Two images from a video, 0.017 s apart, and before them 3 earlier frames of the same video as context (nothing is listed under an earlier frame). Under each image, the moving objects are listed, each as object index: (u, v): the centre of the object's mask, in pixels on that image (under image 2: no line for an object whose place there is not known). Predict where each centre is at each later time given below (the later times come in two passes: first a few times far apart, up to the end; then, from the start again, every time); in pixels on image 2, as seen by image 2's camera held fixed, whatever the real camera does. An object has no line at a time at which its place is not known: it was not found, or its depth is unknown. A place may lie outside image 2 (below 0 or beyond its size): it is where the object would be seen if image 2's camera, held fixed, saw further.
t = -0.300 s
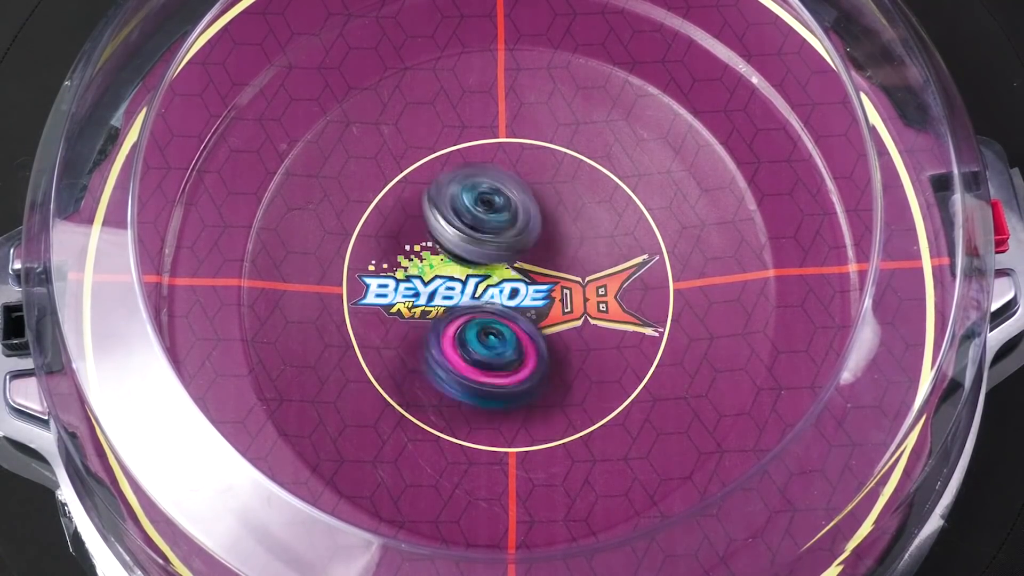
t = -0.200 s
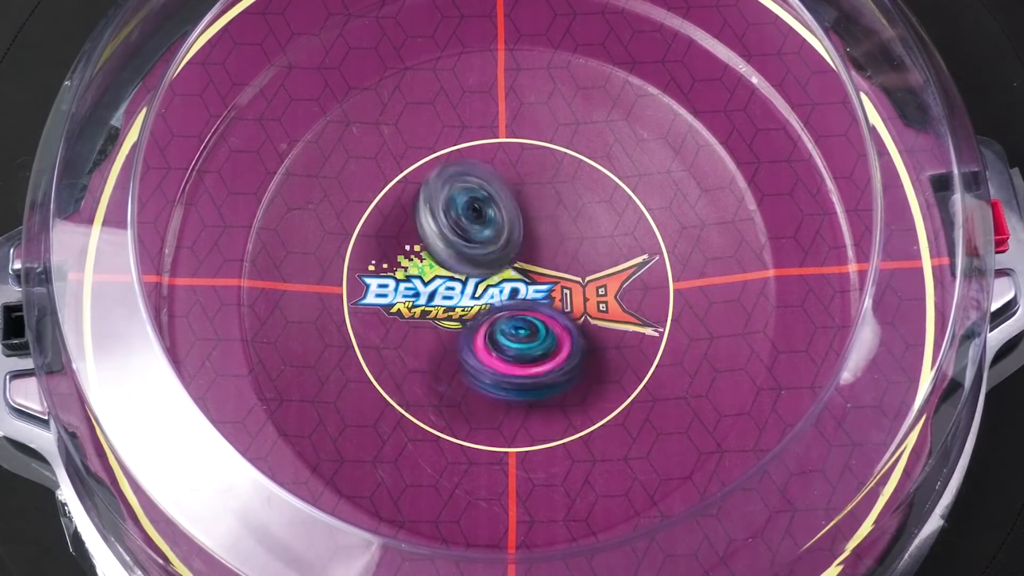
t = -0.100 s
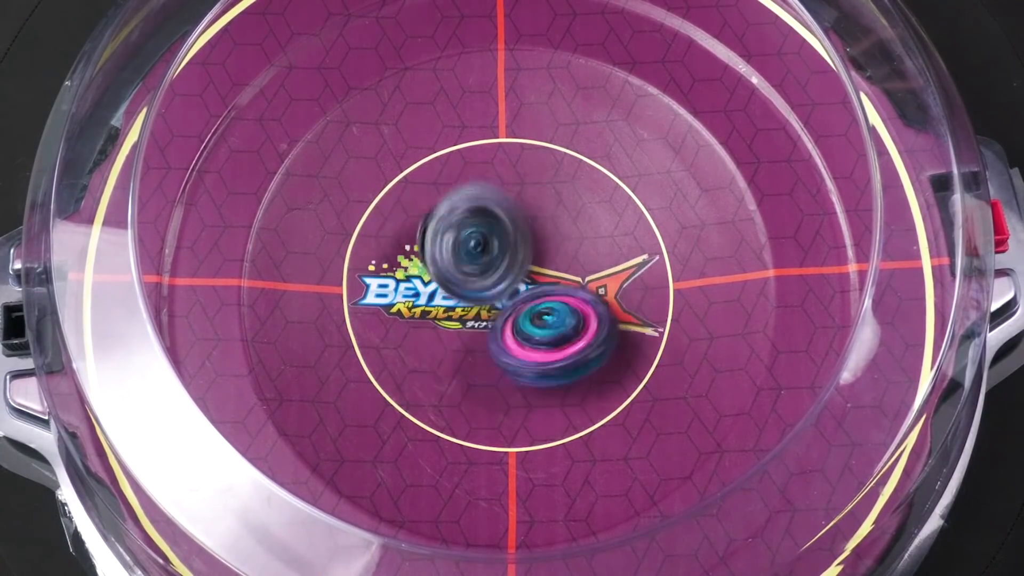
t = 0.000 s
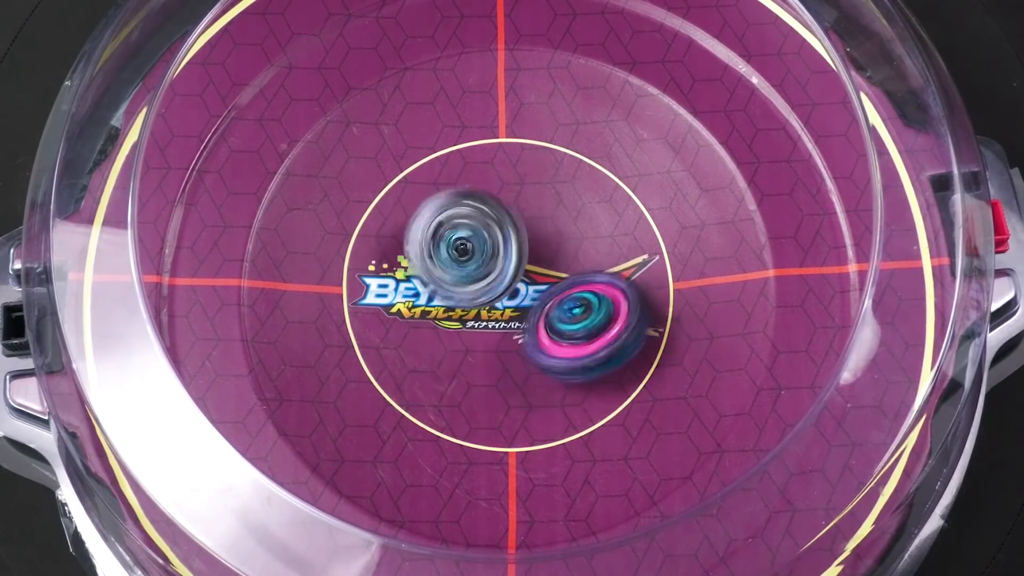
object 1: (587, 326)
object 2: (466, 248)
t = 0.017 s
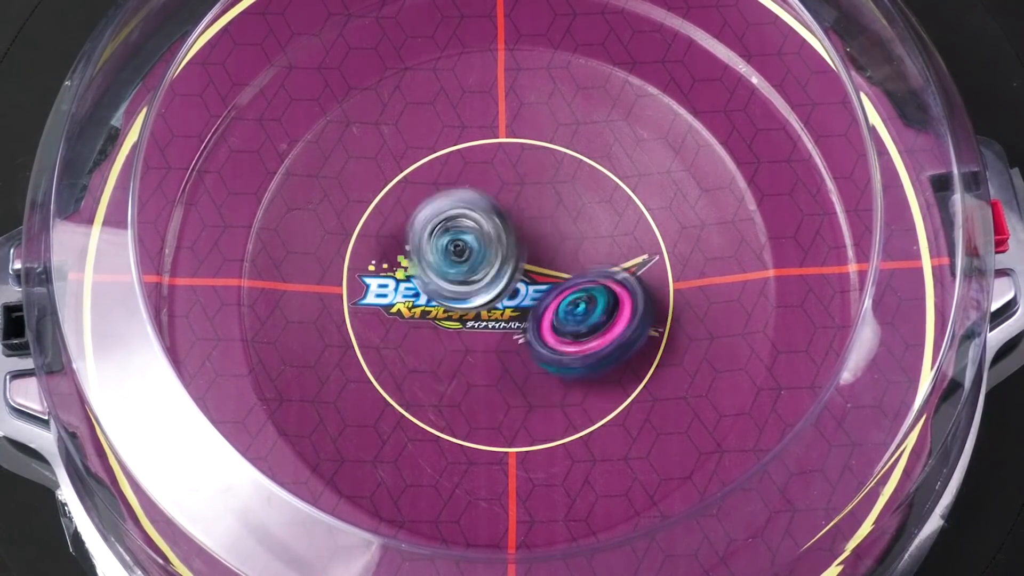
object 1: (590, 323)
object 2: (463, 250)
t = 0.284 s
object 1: (582, 240)
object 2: (478, 278)
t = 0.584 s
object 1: (583, 83)
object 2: (477, 357)
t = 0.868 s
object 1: (527, 185)
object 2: (505, 300)
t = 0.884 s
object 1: (523, 189)
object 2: (502, 306)
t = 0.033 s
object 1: (592, 319)
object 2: (460, 252)
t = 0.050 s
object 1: (595, 315)
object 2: (458, 254)
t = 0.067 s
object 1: (596, 310)
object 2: (458, 254)
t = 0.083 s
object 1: (598, 304)
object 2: (459, 255)
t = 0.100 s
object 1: (599, 300)
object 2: (461, 258)
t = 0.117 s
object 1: (599, 295)
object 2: (463, 262)
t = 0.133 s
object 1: (599, 291)
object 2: (465, 265)
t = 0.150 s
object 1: (598, 285)
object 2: (466, 267)
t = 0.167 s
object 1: (597, 280)
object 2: (465, 268)
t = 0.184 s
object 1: (595, 276)
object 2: (468, 269)
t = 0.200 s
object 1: (593, 270)
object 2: (469, 272)
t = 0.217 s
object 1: (592, 266)
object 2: (469, 273)
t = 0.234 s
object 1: (589, 259)
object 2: (471, 272)
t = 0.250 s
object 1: (587, 256)
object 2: (474, 272)
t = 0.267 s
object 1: (584, 250)
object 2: (478, 273)
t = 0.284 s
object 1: (582, 240)
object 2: (478, 278)
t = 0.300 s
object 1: (583, 225)
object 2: (471, 299)
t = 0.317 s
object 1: (587, 208)
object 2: (464, 313)
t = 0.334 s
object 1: (588, 192)
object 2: (457, 326)
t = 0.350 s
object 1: (589, 177)
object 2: (450, 338)
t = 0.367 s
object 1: (590, 163)
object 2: (445, 346)
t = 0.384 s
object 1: (590, 150)
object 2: (440, 350)
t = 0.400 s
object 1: (591, 138)
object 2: (438, 354)
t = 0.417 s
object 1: (590, 127)
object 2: (439, 356)
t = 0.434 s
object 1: (591, 118)
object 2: (444, 363)
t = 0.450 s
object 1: (591, 110)
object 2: (448, 371)
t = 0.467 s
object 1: (591, 103)
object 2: (453, 374)
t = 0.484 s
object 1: (592, 97)
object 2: (458, 375)
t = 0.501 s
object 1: (591, 93)
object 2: (461, 377)
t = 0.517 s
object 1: (589, 88)
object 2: (464, 375)
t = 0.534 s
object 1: (588, 86)
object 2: (467, 373)
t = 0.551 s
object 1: (587, 84)
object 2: (470, 369)
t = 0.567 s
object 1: (585, 83)
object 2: (473, 364)
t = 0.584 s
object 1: (583, 83)
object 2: (477, 357)
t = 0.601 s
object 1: (581, 84)
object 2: (483, 351)
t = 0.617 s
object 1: (579, 85)
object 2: (489, 345)
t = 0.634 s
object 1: (578, 87)
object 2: (494, 338)
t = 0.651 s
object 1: (576, 89)
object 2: (499, 333)
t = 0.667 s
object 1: (573, 93)
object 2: (503, 328)
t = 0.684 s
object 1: (570, 98)
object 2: (506, 323)
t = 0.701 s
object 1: (569, 103)
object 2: (509, 318)
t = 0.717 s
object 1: (566, 109)
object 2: (512, 314)
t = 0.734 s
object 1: (562, 115)
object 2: (513, 311)
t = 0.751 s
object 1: (560, 121)
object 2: (513, 307)
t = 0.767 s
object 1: (555, 129)
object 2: (512, 304)
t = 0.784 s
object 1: (550, 138)
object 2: (511, 301)
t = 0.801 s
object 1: (546, 149)
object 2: (510, 298)
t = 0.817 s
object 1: (542, 157)
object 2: (510, 296)
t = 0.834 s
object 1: (536, 168)
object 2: (508, 294)
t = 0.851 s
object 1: (530, 179)
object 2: (507, 294)
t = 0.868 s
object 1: (527, 185)
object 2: (505, 300)
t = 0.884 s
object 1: (523, 189)
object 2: (502, 306)
